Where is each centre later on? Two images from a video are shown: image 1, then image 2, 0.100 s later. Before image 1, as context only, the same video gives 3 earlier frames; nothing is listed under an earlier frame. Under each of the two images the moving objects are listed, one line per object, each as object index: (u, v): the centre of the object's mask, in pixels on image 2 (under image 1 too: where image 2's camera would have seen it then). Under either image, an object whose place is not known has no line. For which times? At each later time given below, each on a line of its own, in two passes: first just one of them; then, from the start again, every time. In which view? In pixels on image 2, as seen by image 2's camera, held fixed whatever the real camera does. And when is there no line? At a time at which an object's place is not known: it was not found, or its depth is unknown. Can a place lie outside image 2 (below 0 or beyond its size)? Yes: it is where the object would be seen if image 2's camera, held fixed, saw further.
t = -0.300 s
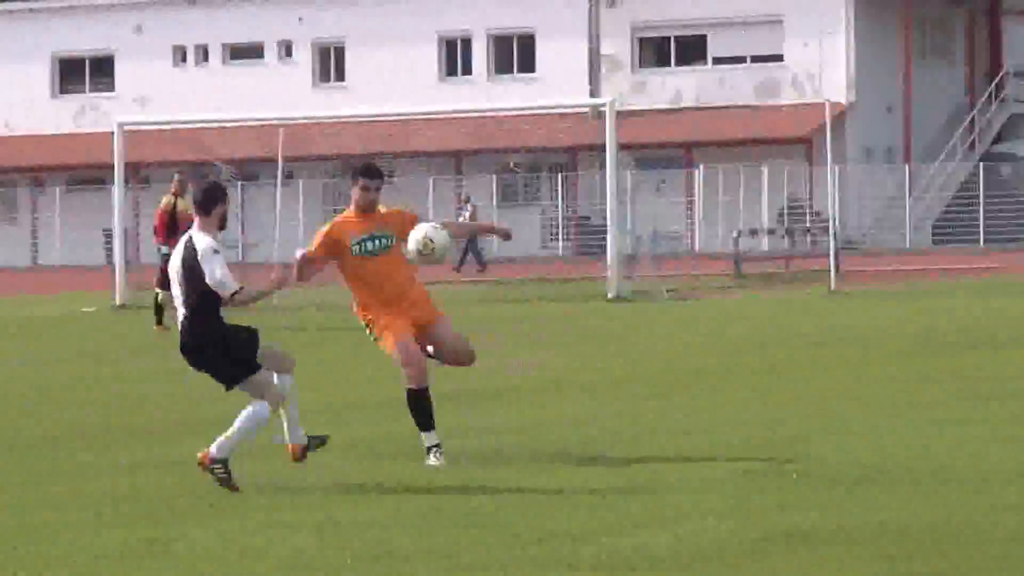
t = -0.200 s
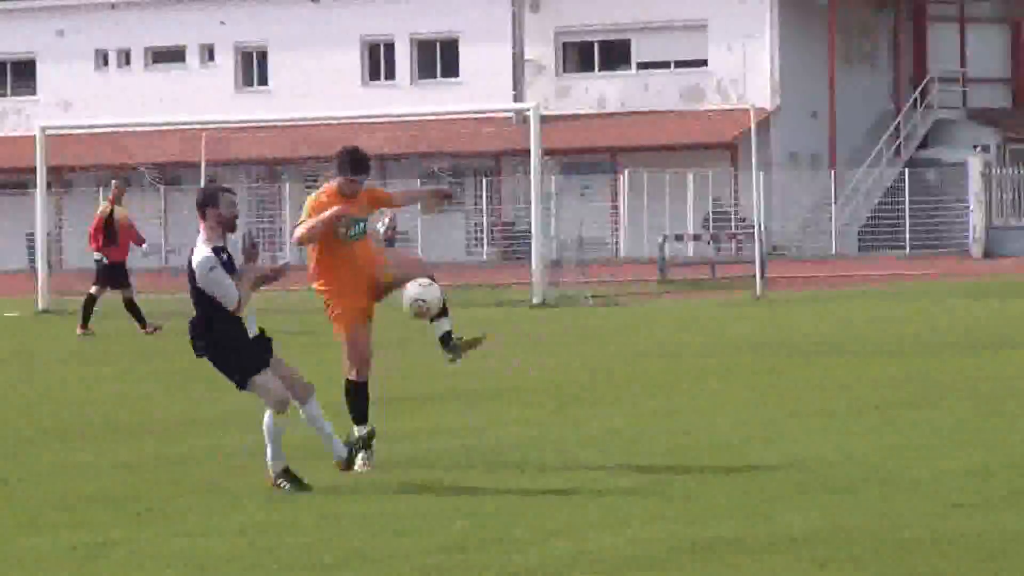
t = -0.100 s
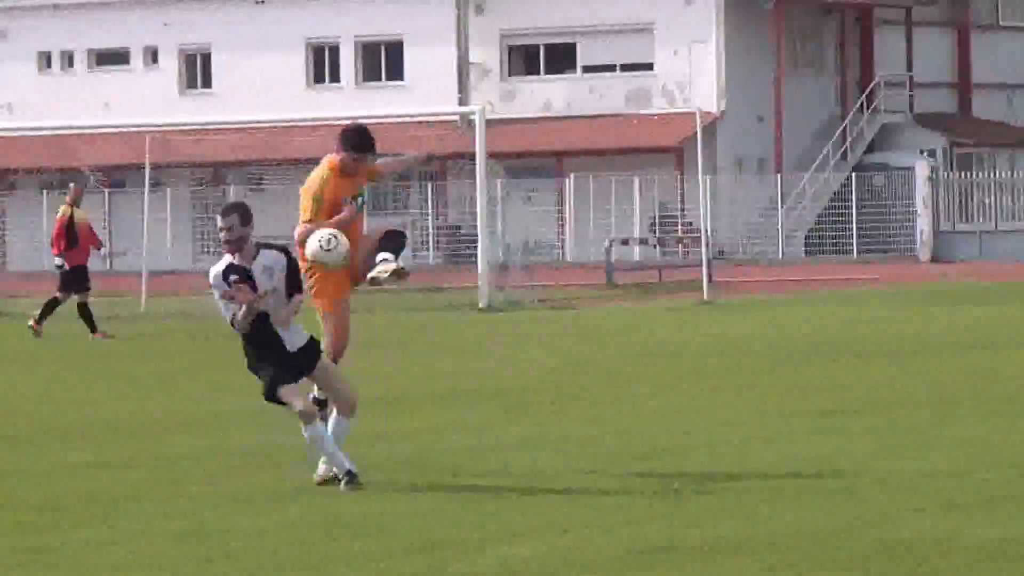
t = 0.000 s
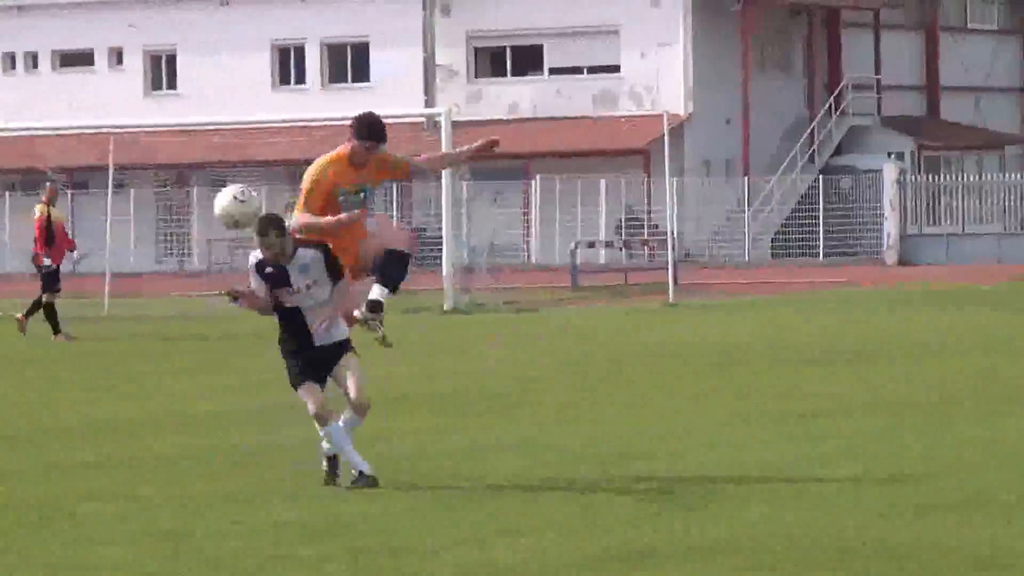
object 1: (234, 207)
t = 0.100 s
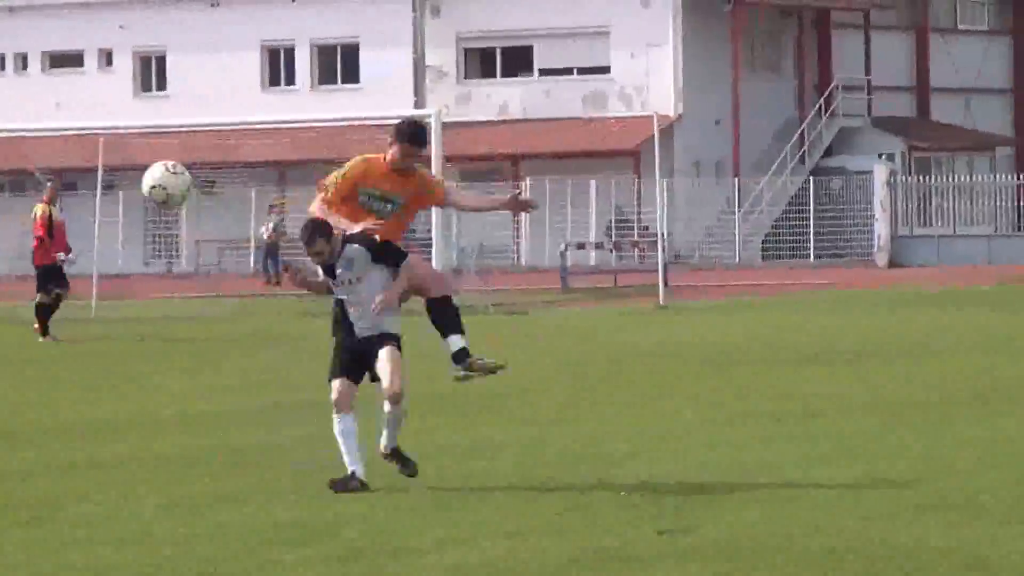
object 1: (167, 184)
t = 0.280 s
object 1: (50, 207)
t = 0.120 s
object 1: (156, 183)
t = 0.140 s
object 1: (142, 181)
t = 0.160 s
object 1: (130, 182)
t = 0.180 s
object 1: (116, 183)
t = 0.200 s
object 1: (103, 185)
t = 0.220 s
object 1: (90, 188)
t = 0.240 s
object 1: (77, 193)
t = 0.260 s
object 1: (64, 200)
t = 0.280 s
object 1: (50, 207)
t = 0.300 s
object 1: (32, 214)
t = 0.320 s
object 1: (19, 224)
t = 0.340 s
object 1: (4, 236)
